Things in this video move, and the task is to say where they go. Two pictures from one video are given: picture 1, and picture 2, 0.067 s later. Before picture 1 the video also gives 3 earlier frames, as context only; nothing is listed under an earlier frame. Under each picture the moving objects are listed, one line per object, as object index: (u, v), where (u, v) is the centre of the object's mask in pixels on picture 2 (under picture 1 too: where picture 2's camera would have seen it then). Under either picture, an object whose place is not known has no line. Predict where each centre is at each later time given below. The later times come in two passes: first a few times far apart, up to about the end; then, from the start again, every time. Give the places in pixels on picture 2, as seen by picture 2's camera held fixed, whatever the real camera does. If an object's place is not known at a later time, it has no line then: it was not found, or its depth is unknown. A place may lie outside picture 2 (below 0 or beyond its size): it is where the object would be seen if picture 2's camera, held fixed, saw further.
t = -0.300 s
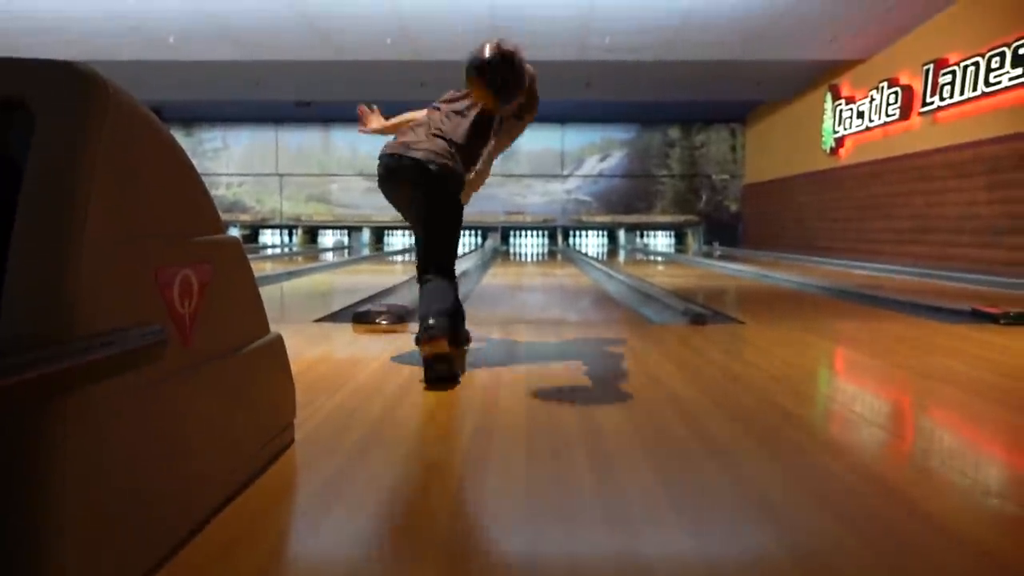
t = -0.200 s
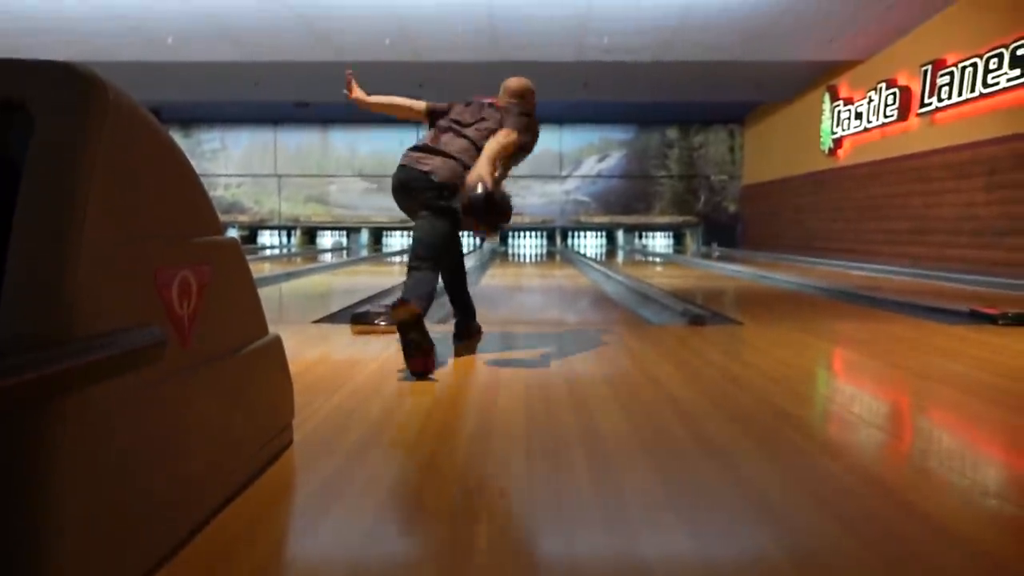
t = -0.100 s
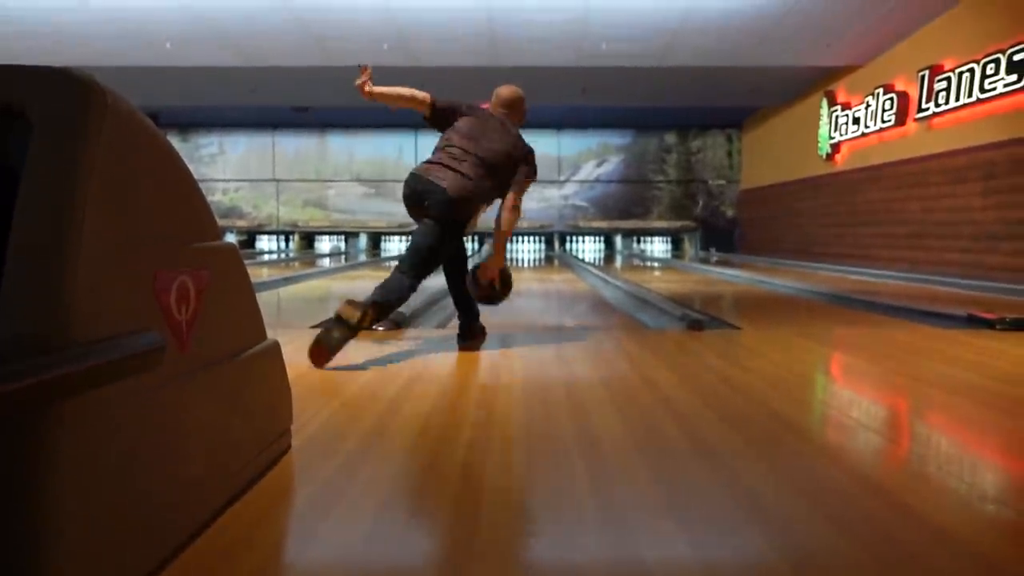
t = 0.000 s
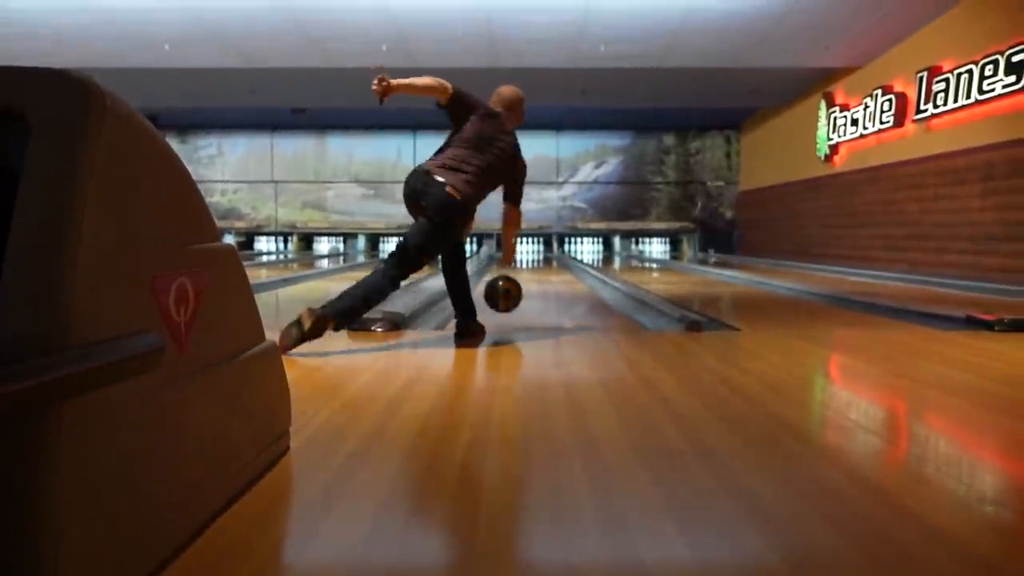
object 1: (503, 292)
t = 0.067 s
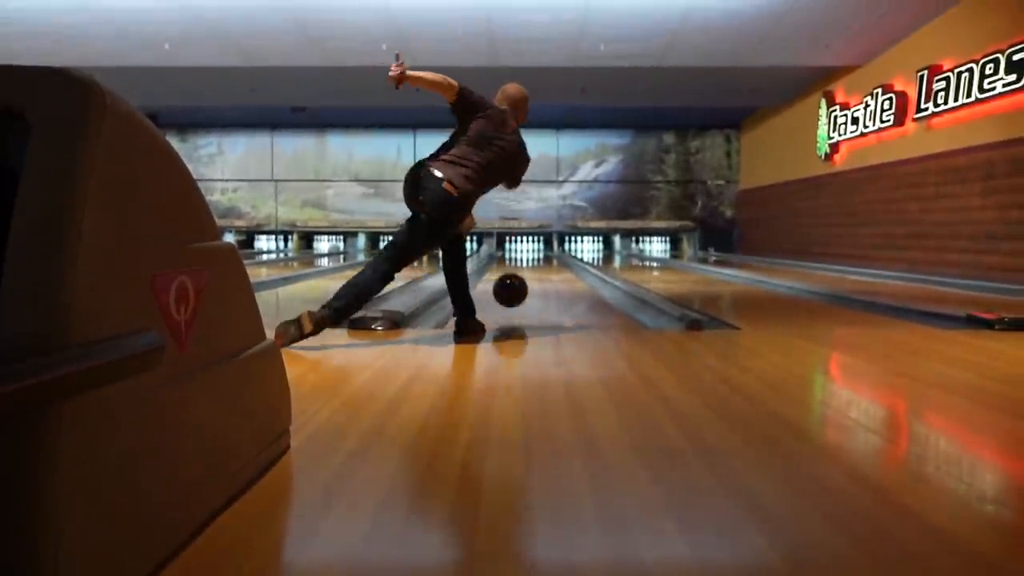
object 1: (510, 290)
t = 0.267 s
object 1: (524, 284)
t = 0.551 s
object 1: (535, 273)
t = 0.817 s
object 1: (540, 265)
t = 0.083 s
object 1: (512, 290)
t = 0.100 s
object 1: (513, 291)
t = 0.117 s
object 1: (514, 292)
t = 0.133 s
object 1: (516, 293)
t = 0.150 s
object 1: (517, 291)
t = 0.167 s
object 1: (518, 291)
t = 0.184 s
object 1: (519, 289)
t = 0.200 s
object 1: (520, 289)
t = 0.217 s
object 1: (521, 288)
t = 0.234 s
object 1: (522, 286)
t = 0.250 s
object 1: (523, 285)
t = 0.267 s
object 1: (524, 284)
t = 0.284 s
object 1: (525, 284)
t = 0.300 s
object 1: (526, 283)
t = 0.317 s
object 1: (527, 282)
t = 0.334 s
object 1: (528, 282)
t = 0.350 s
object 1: (528, 281)
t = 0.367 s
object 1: (529, 280)
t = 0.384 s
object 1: (530, 280)
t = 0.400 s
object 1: (530, 279)
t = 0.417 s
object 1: (531, 278)
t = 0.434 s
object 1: (532, 277)
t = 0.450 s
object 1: (532, 276)
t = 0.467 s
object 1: (532, 276)
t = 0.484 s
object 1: (533, 275)
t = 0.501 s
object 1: (534, 274)
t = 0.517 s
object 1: (534, 274)
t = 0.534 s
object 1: (535, 273)
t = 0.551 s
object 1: (535, 273)
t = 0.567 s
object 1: (535, 272)
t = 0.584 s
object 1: (536, 272)
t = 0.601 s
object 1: (536, 271)
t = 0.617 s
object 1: (536, 271)
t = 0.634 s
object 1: (537, 271)
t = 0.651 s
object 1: (537, 271)
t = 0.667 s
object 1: (537, 271)
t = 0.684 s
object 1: (538, 269)
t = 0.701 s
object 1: (538, 268)
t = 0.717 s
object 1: (538, 268)
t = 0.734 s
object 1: (538, 267)
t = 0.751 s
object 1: (539, 267)
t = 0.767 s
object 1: (540, 266)
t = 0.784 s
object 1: (540, 266)
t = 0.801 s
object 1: (540, 266)
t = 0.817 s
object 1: (540, 265)
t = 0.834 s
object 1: (540, 265)
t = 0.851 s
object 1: (540, 265)
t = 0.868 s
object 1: (540, 264)
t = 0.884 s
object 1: (541, 264)
